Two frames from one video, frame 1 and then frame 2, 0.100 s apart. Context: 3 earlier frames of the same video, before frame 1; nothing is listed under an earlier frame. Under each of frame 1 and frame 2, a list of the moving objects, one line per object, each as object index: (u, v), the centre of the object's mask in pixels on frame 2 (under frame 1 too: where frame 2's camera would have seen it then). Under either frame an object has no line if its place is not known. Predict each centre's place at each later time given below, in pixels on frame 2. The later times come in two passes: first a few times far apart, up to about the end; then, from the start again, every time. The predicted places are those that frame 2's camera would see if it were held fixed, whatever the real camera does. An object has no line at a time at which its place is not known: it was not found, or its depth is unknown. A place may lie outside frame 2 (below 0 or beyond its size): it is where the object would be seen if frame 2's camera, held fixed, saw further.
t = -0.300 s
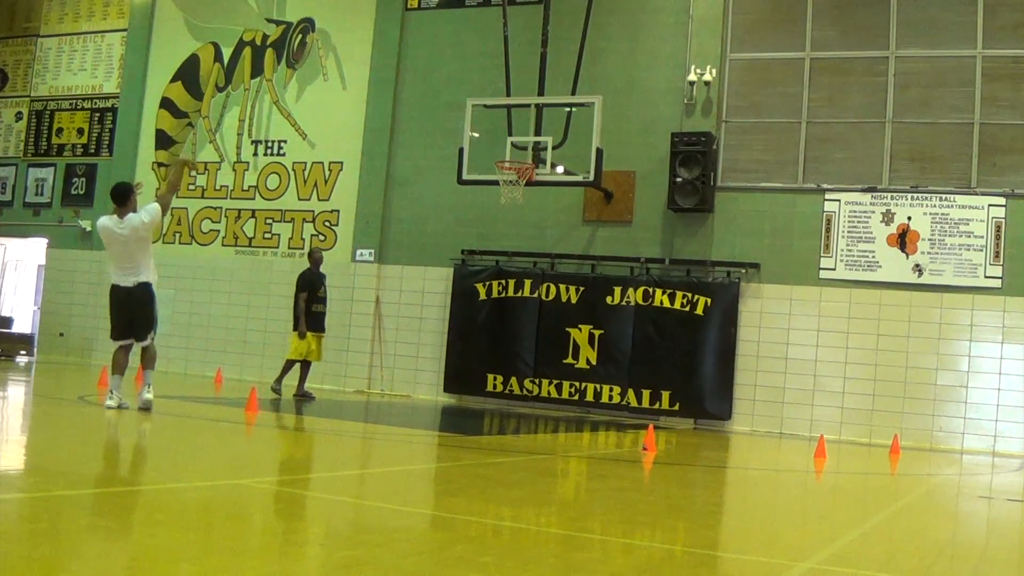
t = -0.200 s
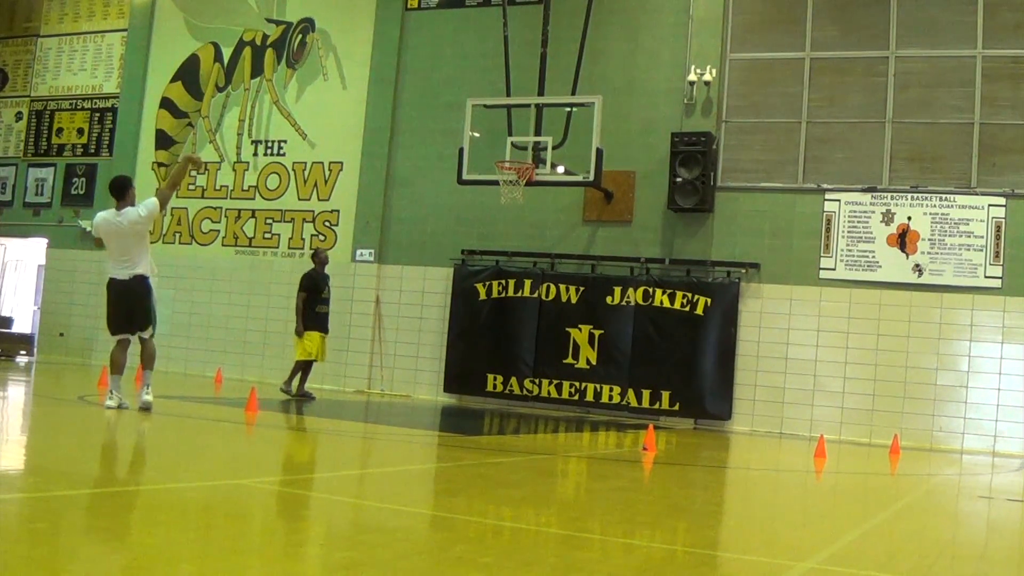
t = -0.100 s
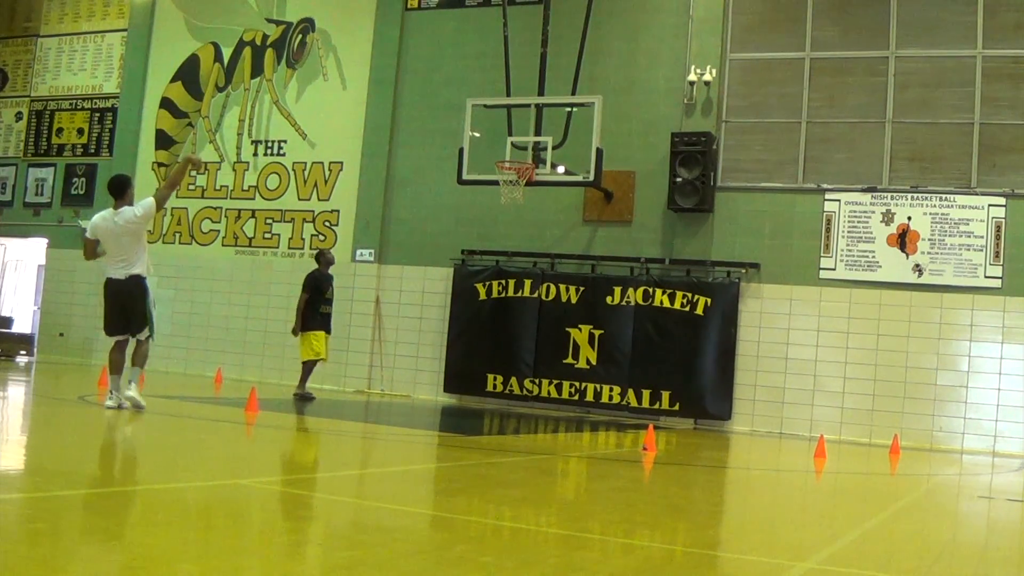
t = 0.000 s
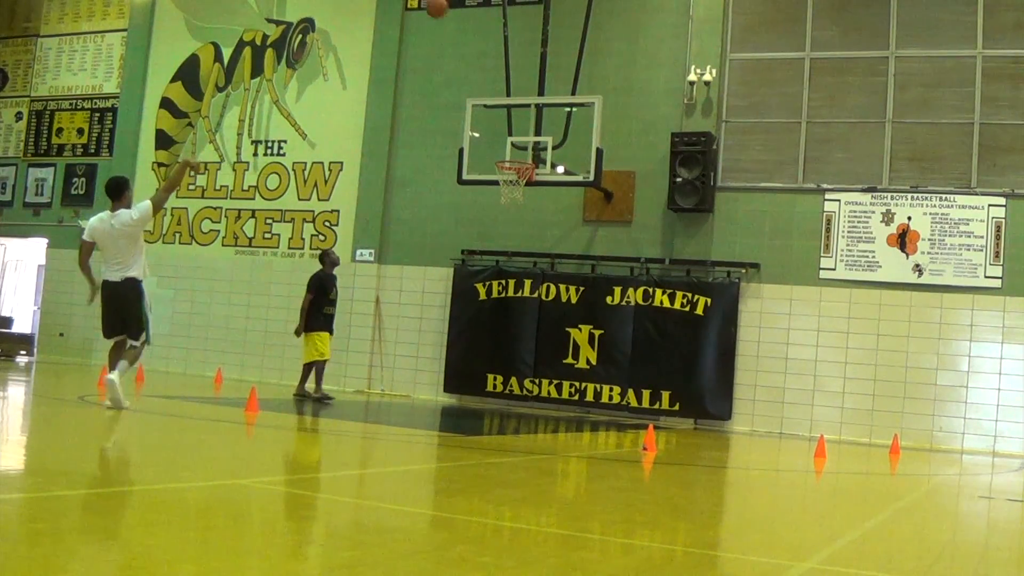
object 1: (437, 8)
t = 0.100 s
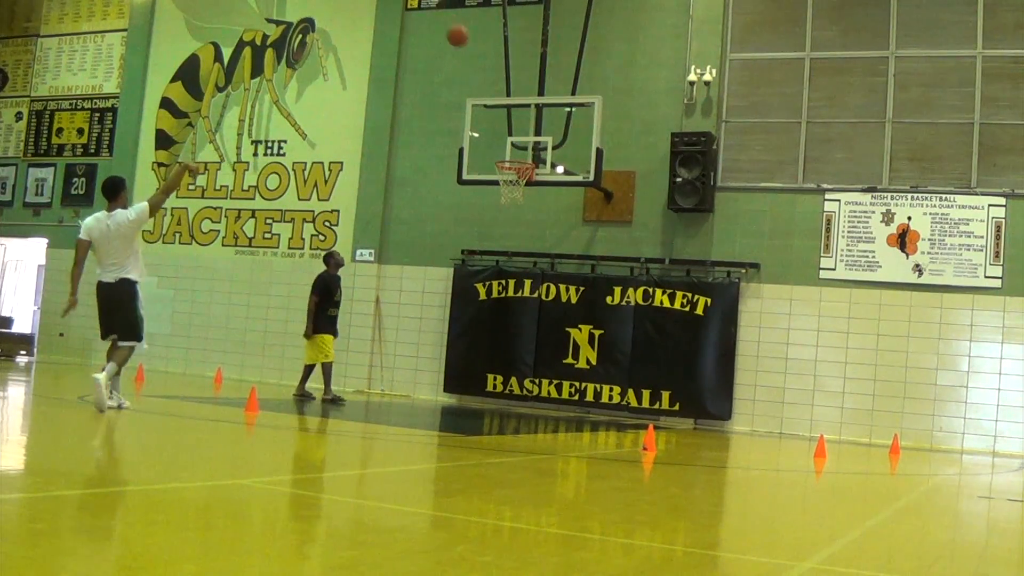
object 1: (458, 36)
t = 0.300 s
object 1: (494, 112)
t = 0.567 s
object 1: (521, 198)
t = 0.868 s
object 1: (525, 295)
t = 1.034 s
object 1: (525, 376)
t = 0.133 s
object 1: (464, 47)
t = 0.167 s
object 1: (471, 59)
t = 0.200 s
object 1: (477, 71)
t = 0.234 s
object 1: (483, 84)
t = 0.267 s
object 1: (488, 97)
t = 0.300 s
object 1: (494, 112)
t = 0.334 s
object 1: (500, 127)
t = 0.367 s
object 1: (504, 141)
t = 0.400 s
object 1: (510, 156)
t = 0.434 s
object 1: (513, 175)
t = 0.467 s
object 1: (517, 184)
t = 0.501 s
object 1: (519, 188)
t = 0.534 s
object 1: (521, 191)
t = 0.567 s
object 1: (521, 198)
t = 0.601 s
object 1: (522, 206)
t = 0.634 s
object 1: (523, 214)
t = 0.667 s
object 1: (523, 222)
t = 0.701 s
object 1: (524, 232)
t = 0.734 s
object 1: (524, 244)
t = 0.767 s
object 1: (525, 255)
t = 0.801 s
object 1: (526, 267)
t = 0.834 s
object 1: (525, 280)
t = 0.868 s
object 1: (525, 295)
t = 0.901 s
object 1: (525, 308)
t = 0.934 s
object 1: (525, 324)
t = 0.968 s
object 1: (525, 341)
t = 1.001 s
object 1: (525, 358)
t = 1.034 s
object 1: (525, 376)
